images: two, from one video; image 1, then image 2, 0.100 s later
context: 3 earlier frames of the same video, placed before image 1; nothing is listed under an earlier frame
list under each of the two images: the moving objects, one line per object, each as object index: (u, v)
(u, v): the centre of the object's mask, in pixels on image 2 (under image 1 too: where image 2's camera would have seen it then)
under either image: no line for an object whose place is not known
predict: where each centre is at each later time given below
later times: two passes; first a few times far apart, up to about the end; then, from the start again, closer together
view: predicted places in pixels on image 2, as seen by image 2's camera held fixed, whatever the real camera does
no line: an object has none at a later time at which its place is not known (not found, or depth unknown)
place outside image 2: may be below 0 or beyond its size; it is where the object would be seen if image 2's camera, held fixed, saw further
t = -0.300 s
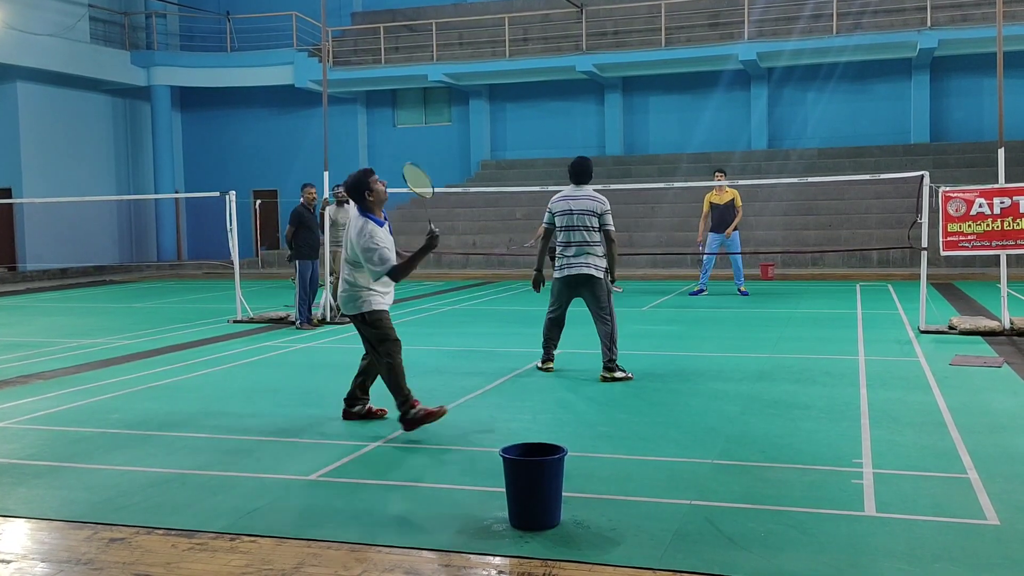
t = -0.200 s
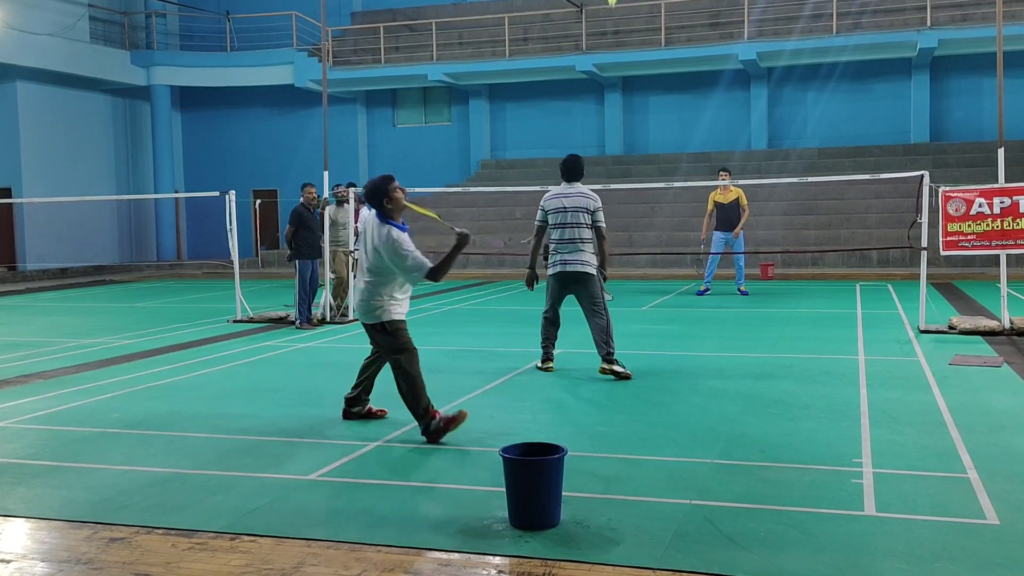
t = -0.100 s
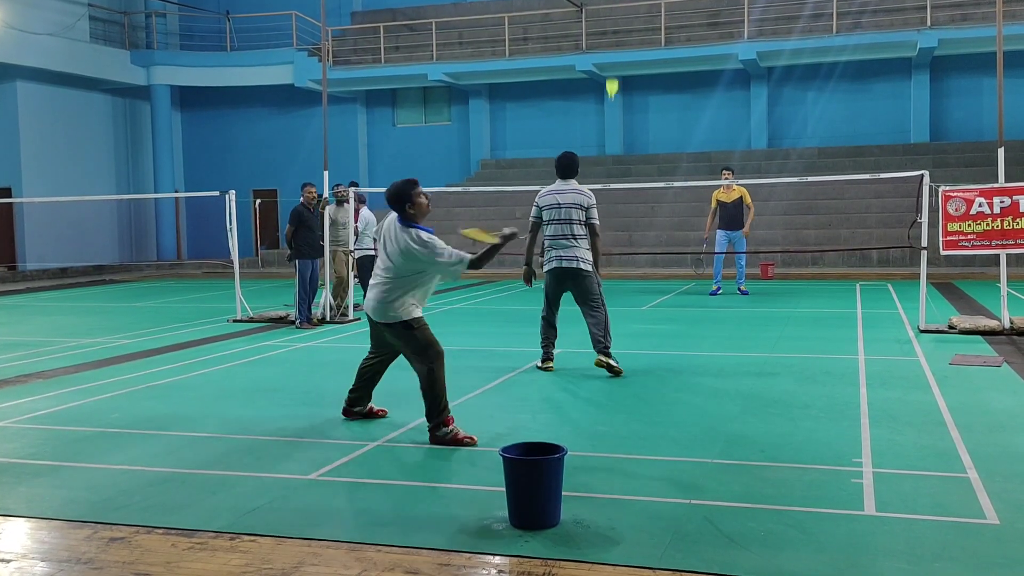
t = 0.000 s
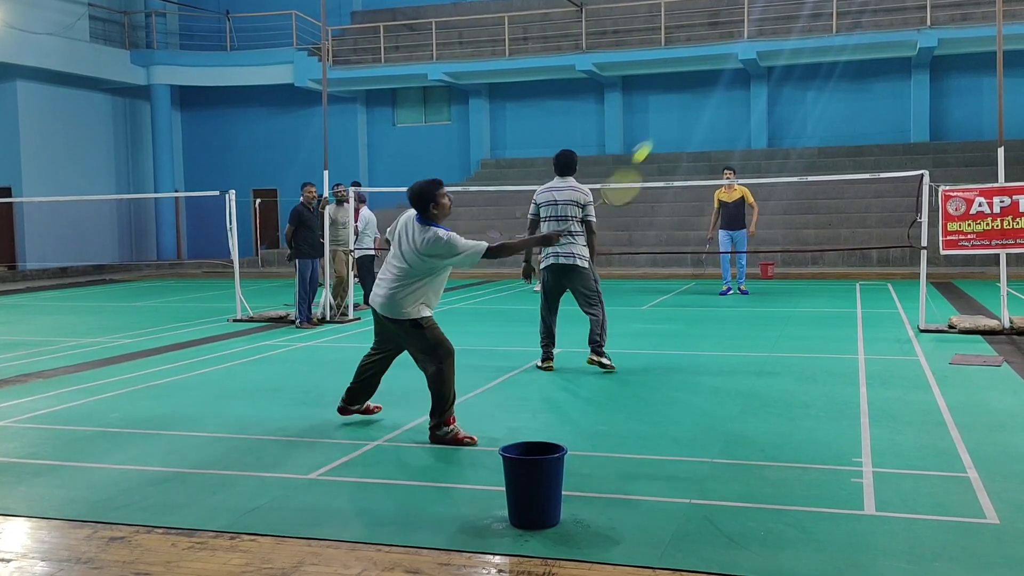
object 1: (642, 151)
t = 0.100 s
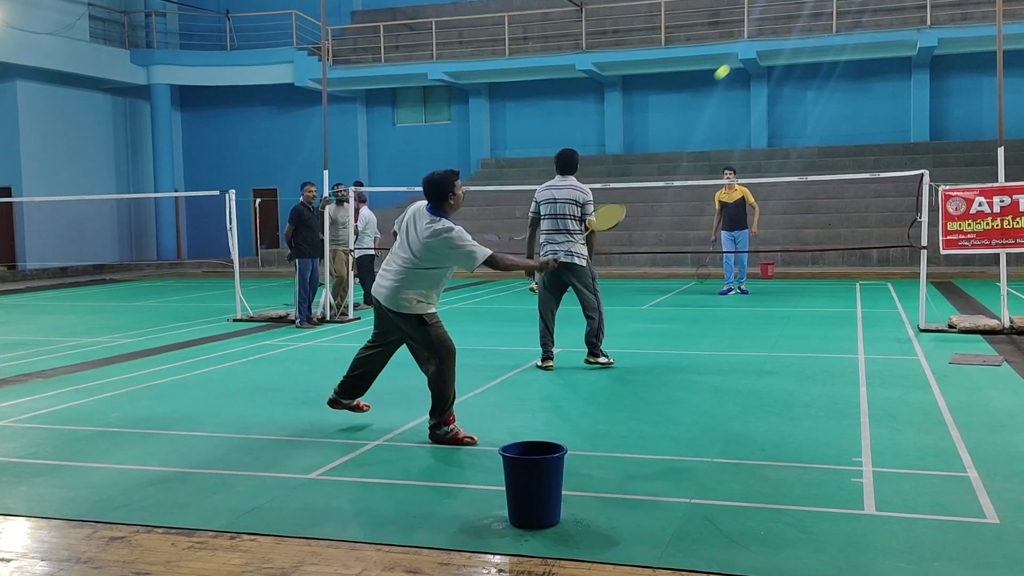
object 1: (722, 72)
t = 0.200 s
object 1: (771, 43)
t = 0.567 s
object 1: (855, 60)
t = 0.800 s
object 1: (882, 123)
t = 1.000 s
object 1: (899, 195)
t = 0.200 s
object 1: (771, 43)
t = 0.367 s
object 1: (820, 33)
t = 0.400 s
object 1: (827, 36)
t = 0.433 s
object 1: (833, 39)
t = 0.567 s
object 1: (855, 60)
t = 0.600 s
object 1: (859, 68)
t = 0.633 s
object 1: (864, 75)
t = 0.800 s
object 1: (882, 123)
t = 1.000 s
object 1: (899, 195)
